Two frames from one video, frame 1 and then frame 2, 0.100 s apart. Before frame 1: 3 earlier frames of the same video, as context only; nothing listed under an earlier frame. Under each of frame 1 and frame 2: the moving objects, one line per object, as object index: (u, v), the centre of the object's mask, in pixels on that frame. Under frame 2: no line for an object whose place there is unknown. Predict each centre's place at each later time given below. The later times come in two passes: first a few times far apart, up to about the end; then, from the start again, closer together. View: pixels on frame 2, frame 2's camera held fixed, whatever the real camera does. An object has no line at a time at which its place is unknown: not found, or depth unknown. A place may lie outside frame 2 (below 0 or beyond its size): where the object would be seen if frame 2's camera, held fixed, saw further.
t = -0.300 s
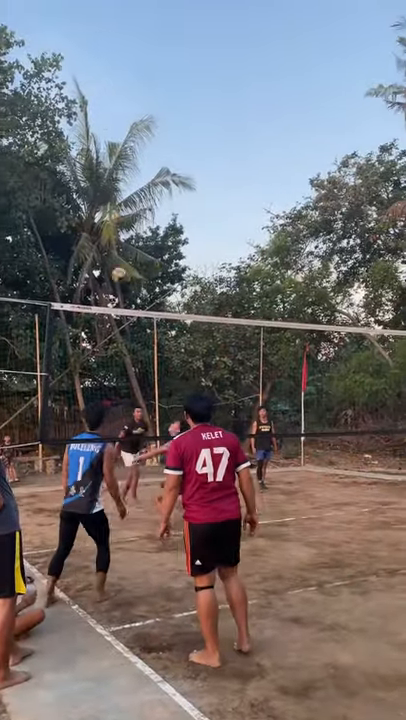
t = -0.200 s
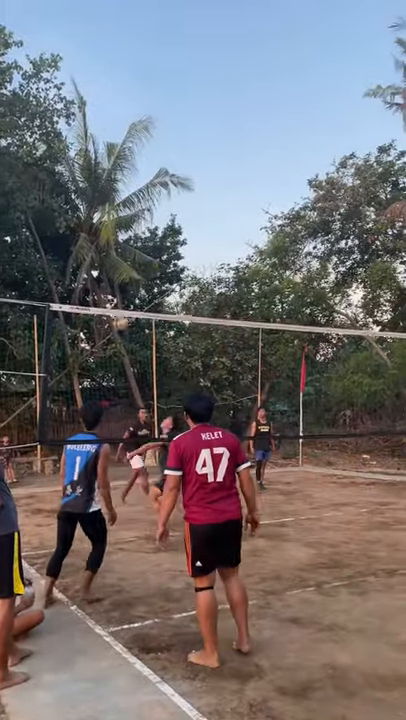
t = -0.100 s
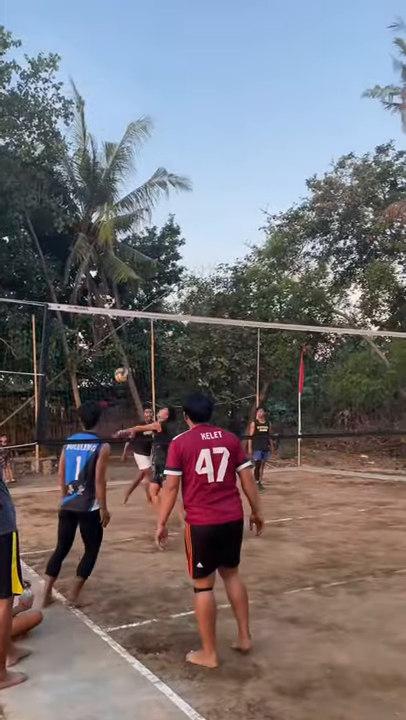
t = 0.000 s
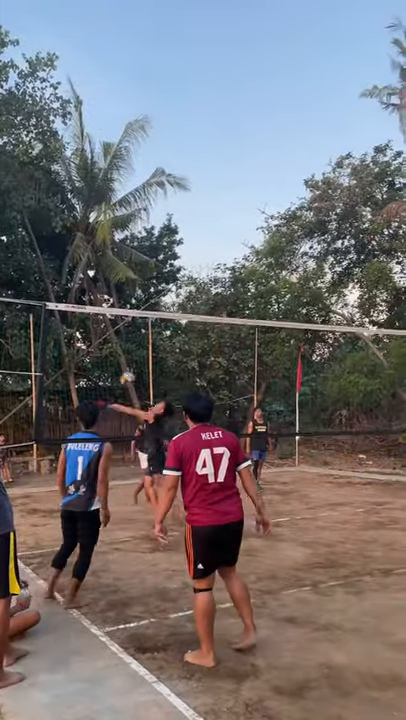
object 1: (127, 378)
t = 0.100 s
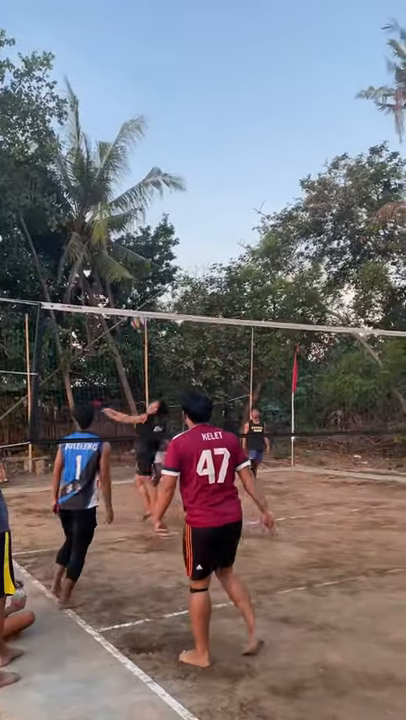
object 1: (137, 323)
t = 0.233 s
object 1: (157, 263)
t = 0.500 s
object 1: (190, 190)
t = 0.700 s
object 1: (211, 168)
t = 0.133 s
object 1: (143, 304)
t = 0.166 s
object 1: (147, 289)
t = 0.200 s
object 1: (152, 275)
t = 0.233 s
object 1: (157, 263)
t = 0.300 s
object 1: (165, 239)
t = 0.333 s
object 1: (169, 228)
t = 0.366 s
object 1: (172, 219)
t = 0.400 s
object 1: (178, 211)
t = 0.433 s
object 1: (182, 203)
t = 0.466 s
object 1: (186, 196)
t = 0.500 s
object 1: (190, 190)
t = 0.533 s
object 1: (193, 184)
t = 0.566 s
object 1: (197, 180)
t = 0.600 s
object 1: (200, 176)
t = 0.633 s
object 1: (204, 173)
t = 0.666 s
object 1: (208, 170)
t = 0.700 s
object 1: (211, 168)
